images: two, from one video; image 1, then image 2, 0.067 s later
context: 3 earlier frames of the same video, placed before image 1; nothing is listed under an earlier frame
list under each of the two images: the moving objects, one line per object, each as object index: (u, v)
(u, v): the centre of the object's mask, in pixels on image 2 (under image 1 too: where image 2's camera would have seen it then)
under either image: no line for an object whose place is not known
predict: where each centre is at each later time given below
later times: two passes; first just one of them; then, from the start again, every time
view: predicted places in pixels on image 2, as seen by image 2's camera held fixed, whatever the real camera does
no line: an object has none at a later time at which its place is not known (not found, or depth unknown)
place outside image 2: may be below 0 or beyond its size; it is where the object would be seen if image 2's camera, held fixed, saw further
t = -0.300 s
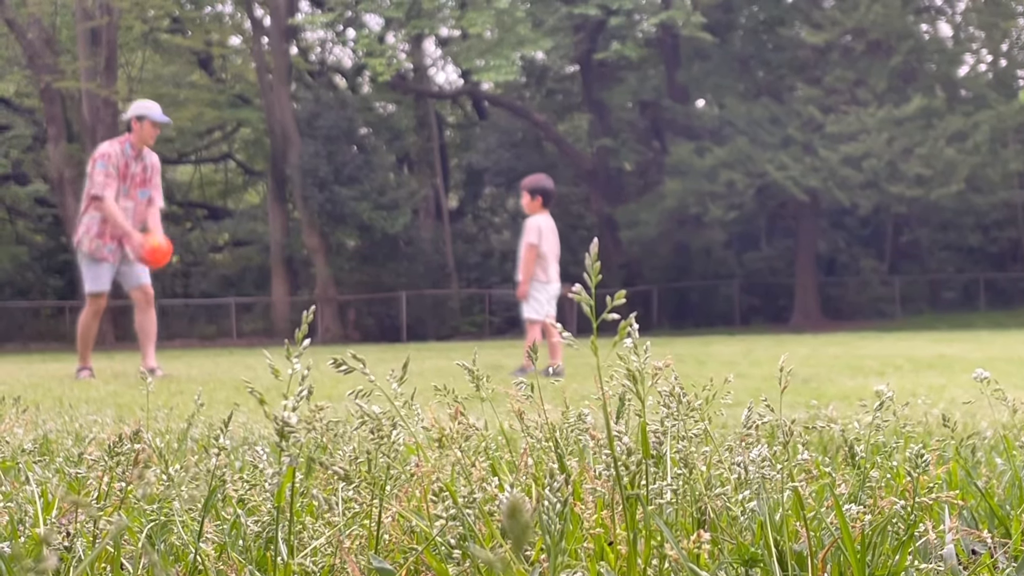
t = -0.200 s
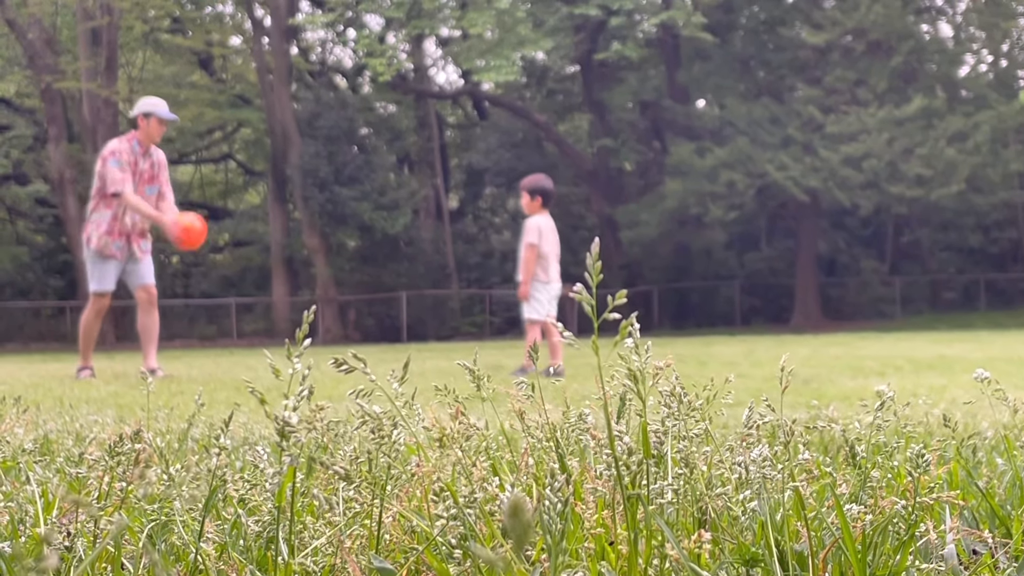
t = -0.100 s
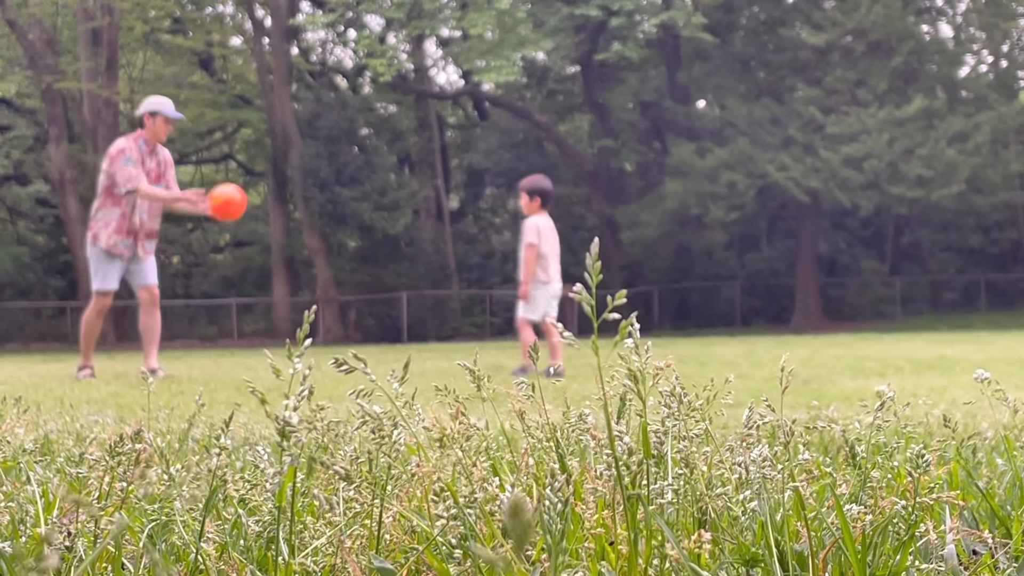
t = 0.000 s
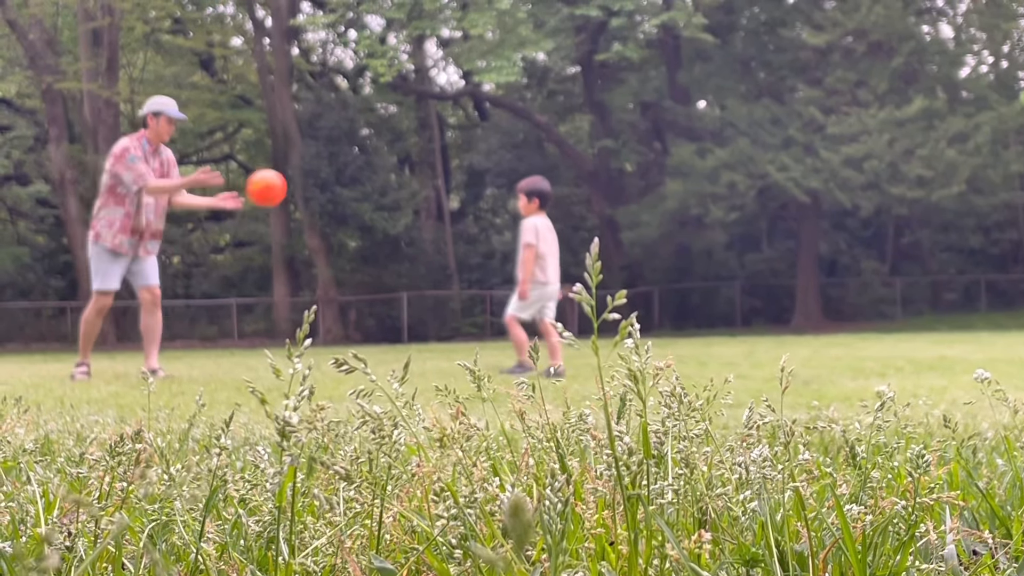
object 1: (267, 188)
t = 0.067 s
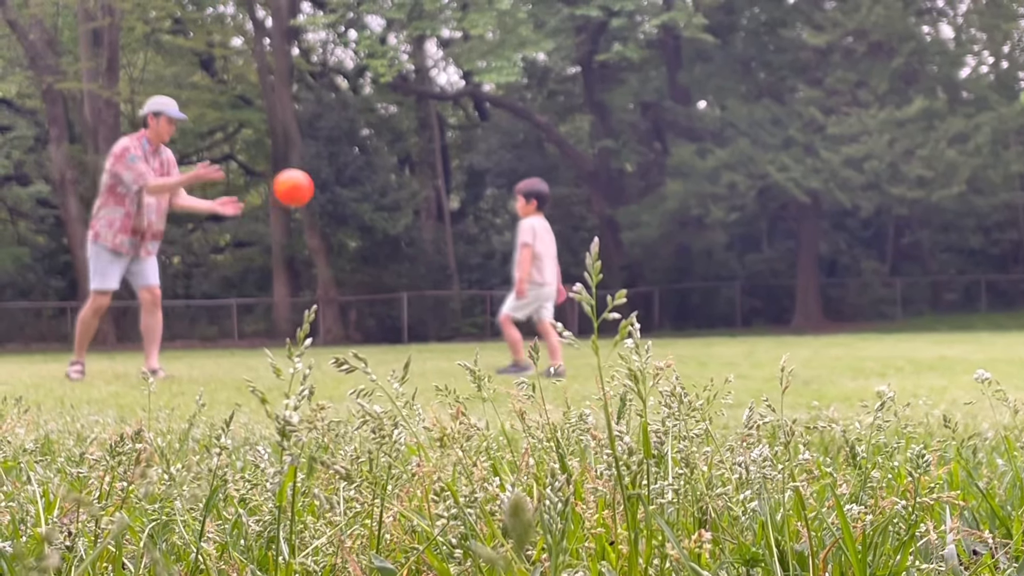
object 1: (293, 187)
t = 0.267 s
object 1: (372, 233)
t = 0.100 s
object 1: (306, 190)
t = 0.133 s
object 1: (319, 195)
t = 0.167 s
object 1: (332, 201)
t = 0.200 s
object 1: (346, 210)
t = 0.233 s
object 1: (359, 220)
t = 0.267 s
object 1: (372, 233)
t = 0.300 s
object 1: (385, 247)
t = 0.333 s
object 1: (398, 263)
